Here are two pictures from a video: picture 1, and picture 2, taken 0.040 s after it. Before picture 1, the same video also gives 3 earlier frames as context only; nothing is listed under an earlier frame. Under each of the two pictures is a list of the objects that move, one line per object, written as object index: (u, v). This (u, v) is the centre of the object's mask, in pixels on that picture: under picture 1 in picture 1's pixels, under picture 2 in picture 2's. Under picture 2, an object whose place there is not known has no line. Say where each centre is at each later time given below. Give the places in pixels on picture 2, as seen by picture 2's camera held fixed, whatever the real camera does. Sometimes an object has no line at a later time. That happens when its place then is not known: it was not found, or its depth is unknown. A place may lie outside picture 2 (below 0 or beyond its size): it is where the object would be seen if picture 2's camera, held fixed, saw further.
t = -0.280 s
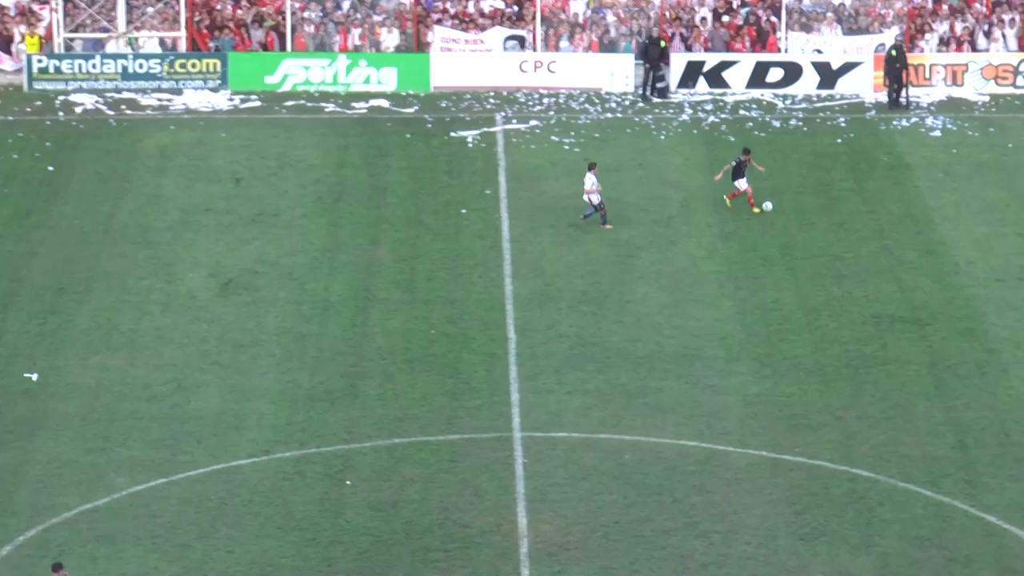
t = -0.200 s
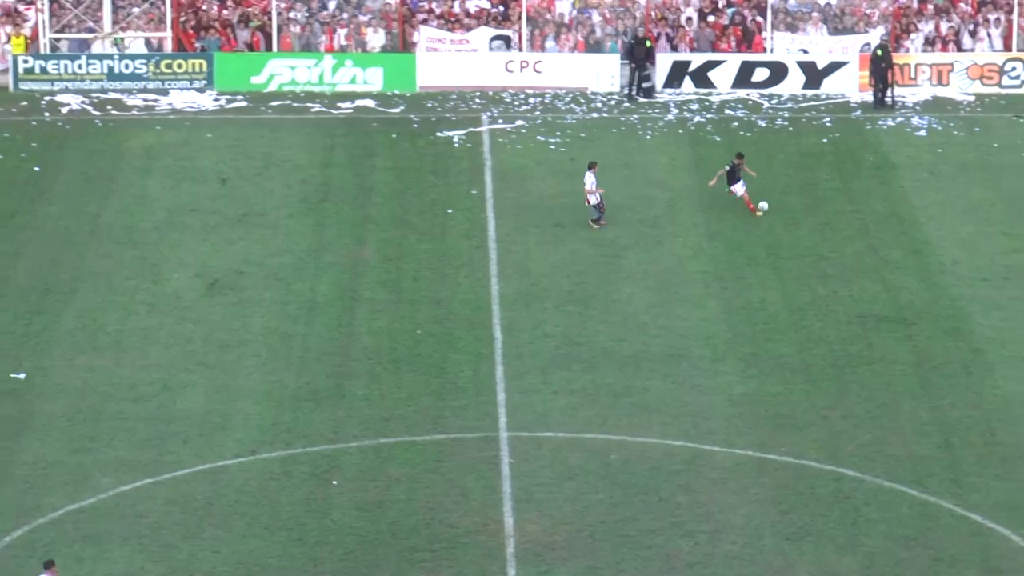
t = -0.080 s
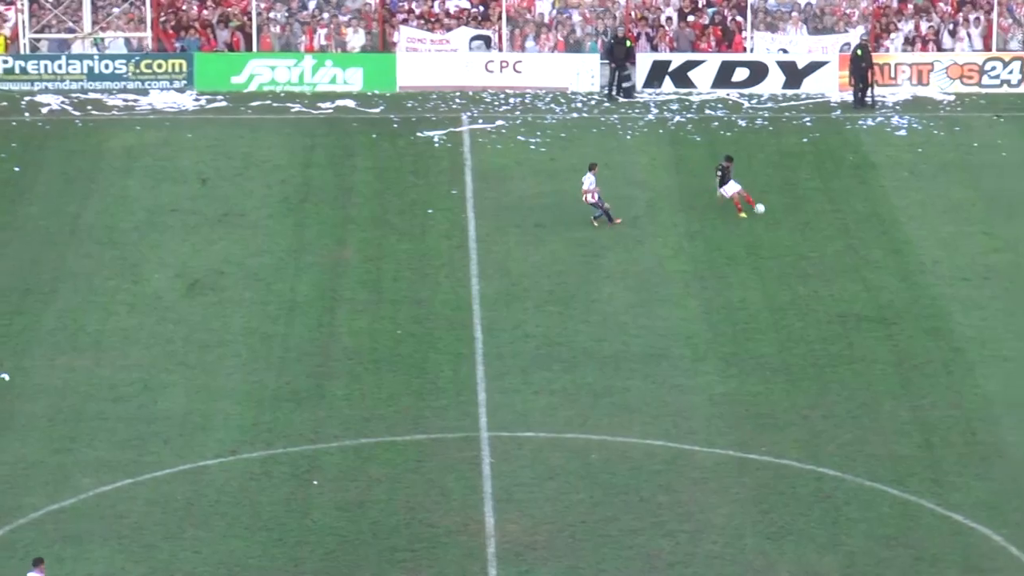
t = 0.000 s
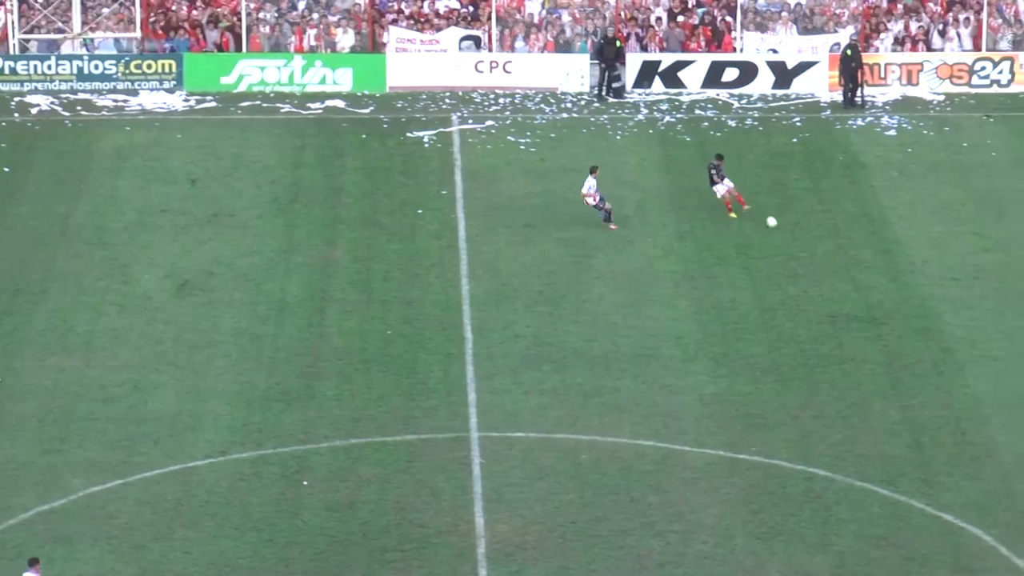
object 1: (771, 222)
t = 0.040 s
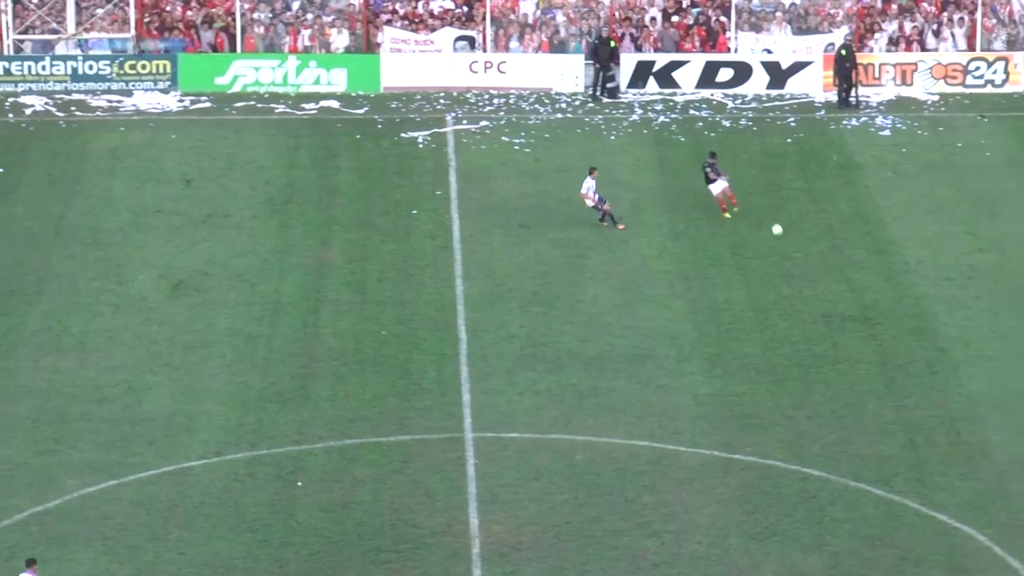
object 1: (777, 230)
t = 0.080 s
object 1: (787, 238)
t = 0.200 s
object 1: (815, 259)
